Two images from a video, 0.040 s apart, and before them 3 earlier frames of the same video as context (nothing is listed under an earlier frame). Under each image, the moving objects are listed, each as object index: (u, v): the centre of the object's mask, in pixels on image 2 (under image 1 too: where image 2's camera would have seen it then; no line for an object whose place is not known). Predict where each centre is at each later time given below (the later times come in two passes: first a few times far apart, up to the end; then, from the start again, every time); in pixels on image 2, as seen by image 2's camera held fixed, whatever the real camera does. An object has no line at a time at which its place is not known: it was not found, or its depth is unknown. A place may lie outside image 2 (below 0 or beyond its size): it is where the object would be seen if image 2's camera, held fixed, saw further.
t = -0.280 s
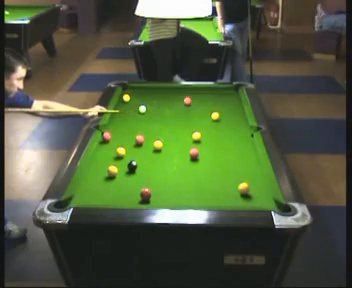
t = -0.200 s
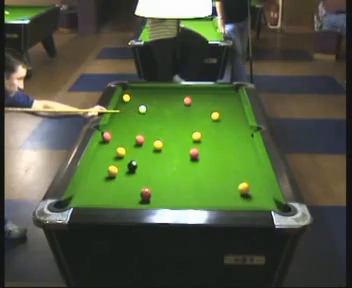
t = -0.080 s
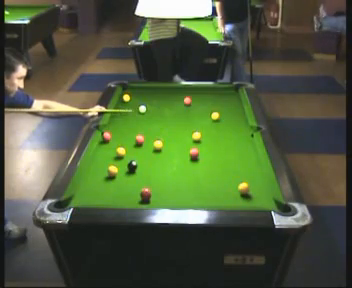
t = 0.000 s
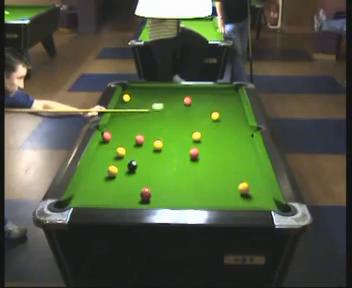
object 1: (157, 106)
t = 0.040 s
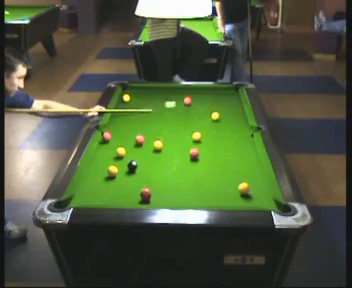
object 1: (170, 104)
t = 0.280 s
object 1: (188, 106)
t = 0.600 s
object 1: (196, 112)
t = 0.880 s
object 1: (203, 116)
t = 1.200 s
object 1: (210, 122)
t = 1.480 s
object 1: (217, 126)
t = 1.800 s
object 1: (223, 130)
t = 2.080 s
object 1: (227, 133)
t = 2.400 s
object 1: (231, 136)
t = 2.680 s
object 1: (235, 138)
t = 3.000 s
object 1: (237, 140)
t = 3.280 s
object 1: (238, 141)
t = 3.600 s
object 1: (239, 141)
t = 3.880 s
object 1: (239, 141)
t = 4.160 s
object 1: (239, 141)
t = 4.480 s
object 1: (239, 141)
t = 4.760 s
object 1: (239, 141)
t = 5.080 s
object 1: (239, 141)
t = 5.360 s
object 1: (239, 141)
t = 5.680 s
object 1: (239, 141)
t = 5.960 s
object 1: (239, 141)
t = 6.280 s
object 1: (239, 141)
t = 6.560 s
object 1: (239, 141)
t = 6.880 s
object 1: (239, 141)
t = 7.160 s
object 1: (239, 141)
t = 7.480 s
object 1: (239, 141)
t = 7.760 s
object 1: (239, 141)
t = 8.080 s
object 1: (239, 141)
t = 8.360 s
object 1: (239, 141)
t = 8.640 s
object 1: (239, 141)
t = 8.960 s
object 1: (239, 141)
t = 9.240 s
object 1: (239, 141)
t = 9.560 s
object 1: (239, 141)
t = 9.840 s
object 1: (239, 141)
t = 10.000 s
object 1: (239, 141)
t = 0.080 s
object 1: (180, 103)
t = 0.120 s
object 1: (183, 103)
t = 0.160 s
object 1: (184, 104)
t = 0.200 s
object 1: (186, 105)
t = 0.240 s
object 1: (187, 106)
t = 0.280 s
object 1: (188, 106)
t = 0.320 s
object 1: (189, 107)
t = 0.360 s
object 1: (190, 108)
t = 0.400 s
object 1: (191, 108)
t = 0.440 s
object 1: (192, 109)
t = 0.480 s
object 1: (193, 110)
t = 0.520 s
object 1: (194, 111)
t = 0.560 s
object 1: (195, 111)
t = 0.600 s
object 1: (196, 112)
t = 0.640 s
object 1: (197, 113)
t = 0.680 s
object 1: (198, 113)
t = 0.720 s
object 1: (199, 114)
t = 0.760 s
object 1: (200, 115)
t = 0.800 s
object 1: (201, 115)
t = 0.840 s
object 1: (202, 116)
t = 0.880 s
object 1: (203, 116)
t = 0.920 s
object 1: (204, 117)
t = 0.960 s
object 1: (205, 118)
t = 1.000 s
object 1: (206, 118)
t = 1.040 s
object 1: (207, 119)
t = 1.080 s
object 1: (208, 120)
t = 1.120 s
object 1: (209, 120)
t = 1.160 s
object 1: (209, 121)
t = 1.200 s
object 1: (210, 122)
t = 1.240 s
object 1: (211, 122)
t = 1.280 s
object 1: (212, 123)
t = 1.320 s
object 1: (213, 123)
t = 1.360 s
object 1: (214, 124)
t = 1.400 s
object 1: (215, 125)
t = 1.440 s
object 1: (216, 125)
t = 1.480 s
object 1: (217, 126)
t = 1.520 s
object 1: (217, 126)
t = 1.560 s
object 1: (218, 126)
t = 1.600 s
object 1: (219, 127)
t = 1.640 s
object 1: (220, 128)
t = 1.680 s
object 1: (220, 128)
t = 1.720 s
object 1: (221, 129)
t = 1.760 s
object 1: (222, 129)
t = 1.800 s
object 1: (223, 130)
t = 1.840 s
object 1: (223, 131)
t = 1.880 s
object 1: (224, 131)
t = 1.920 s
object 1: (224, 131)
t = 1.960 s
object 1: (225, 132)
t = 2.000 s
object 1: (226, 132)
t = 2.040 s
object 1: (226, 133)
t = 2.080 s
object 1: (227, 133)
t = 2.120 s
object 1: (228, 134)
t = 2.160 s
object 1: (228, 134)
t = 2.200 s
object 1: (229, 135)
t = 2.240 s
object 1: (229, 135)
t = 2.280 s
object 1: (230, 136)
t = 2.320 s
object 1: (231, 136)
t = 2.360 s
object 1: (231, 136)
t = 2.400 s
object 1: (231, 136)
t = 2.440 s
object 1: (232, 137)
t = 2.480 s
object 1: (233, 137)
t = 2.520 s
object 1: (233, 137)
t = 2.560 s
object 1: (234, 138)
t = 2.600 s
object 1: (234, 138)
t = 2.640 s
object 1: (234, 138)
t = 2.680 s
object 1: (235, 138)
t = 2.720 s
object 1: (235, 139)
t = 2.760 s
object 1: (236, 139)
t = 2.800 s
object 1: (236, 139)
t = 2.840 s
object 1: (237, 139)
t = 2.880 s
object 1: (237, 139)
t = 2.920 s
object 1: (237, 140)
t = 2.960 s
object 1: (237, 140)
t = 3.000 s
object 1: (237, 140)
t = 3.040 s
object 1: (238, 140)
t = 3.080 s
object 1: (238, 140)
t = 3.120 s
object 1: (238, 140)
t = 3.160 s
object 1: (238, 140)
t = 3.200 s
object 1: (238, 141)
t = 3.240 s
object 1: (238, 141)
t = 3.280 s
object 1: (238, 141)
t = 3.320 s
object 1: (238, 141)
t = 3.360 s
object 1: (239, 141)
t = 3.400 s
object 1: (239, 141)
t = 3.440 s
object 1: (239, 141)
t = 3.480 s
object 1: (239, 141)
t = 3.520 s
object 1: (239, 141)
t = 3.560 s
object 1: (239, 141)
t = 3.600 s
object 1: (239, 141)
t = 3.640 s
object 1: (239, 141)
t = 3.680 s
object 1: (239, 141)
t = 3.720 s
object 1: (239, 141)
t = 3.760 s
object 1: (239, 141)
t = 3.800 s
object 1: (239, 141)
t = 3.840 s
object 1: (239, 141)
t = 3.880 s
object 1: (239, 141)
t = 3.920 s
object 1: (239, 141)
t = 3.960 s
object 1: (239, 141)
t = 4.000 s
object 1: (239, 141)
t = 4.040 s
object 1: (239, 141)
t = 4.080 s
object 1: (239, 141)
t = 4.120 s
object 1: (239, 141)
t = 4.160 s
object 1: (239, 141)
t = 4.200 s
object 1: (239, 141)
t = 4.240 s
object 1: (239, 141)
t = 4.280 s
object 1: (239, 141)
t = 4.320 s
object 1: (239, 141)
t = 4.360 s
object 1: (239, 141)
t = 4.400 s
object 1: (239, 141)
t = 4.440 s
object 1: (239, 141)
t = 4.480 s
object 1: (239, 141)
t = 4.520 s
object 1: (239, 141)
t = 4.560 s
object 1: (239, 141)
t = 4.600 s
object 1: (239, 141)
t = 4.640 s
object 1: (239, 141)
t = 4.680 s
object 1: (239, 141)
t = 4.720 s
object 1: (239, 141)
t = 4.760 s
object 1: (239, 141)
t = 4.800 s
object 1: (239, 141)
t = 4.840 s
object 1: (239, 141)
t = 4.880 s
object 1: (239, 140)
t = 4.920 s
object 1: (239, 141)
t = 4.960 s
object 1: (239, 141)
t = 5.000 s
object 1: (239, 141)
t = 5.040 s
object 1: (239, 141)
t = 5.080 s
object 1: (239, 141)
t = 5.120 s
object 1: (239, 141)
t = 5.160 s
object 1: (239, 141)
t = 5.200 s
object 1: (239, 141)
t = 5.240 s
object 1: (239, 141)
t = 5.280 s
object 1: (239, 141)
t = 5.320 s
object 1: (239, 141)
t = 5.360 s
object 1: (239, 141)
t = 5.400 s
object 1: (239, 141)
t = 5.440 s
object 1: (239, 141)
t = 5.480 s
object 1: (239, 141)
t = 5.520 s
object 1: (239, 141)
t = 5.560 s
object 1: (239, 141)
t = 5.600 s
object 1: (239, 141)
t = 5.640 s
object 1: (239, 141)
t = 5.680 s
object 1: (239, 141)
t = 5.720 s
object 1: (239, 141)
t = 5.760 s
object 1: (239, 141)
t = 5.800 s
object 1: (239, 141)
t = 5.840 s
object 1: (239, 141)
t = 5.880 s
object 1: (239, 141)
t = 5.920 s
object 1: (239, 141)
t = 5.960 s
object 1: (239, 141)
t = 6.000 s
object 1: (239, 141)
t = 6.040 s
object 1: (239, 141)
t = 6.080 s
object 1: (239, 141)
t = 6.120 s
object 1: (239, 141)
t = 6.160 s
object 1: (239, 141)
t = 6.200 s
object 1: (239, 141)
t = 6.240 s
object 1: (239, 141)
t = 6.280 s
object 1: (239, 141)
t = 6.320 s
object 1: (239, 141)
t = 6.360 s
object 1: (239, 141)
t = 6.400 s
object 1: (239, 141)
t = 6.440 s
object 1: (239, 141)
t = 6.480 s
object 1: (239, 141)
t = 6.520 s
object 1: (239, 141)
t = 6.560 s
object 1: (239, 141)
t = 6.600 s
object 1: (239, 141)
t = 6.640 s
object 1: (239, 141)
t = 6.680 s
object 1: (239, 141)
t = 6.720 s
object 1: (239, 141)
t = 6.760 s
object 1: (239, 141)
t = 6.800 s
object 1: (239, 141)
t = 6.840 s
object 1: (239, 141)
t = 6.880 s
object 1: (239, 141)
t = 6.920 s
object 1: (239, 141)
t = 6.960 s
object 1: (239, 141)
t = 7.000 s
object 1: (239, 141)
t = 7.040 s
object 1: (239, 141)
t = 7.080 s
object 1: (239, 141)
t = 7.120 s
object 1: (239, 141)
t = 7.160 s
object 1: (239, 141)
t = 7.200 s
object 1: (239, 141)
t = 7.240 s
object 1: (239, 141)
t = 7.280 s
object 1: (239, 141)
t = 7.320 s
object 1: (239, 141)
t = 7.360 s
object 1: (239, 141)
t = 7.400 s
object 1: (239, 141)
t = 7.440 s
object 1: (239, 141)
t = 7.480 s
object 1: (239, 141)
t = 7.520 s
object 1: (239, 141)
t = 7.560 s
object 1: (239, 141)
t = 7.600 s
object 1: (239, 141)
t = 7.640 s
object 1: (239, 141)
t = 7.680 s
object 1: (239, 141)
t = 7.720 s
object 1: (239, 141)
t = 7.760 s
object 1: (239, 141)
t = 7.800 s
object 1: (239, 141)
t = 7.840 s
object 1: (239, 141)
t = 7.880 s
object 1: (239, 141)
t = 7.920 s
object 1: (239, 141)
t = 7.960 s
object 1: (239, 141)
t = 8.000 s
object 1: (239, 141)
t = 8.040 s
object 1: (239, 141)
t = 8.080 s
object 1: (239, 141)
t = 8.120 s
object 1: (239, 141)
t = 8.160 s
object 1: (239, 141)
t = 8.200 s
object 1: (239, 141)
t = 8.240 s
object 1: (239, 141)
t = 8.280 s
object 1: (239, 141)
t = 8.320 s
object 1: (239, 141)
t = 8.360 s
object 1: (239, 141)
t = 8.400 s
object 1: (239, 141)
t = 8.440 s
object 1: (239, 141)
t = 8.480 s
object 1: (239, 141)
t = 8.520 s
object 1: (239, 141)
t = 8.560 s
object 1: (239, 141)
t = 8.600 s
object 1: (239, 141)
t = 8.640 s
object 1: (239, 141)
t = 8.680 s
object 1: (239, 141)
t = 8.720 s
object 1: (239, 141)
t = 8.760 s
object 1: (239, 141)
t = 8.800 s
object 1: (239, 141)
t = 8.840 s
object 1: (239, 141)
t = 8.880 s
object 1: (239, 141)
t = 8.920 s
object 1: (239, 141)
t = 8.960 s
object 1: (239, 141)
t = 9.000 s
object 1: (239, 141)
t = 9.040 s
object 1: (239, 141)
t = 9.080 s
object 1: (239, 141)
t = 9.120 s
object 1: (239, 141)
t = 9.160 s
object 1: (239, 141)
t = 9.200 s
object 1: (239, 141)
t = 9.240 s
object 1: (239, 141)
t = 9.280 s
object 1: (239, 141)
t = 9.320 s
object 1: (239, 141)
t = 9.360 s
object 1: (239, 141)
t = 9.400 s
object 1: (239, 141)
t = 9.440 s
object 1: (239, 141)
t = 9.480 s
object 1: (239, 141)
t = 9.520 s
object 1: (239, 141)
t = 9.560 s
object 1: (239, 141)
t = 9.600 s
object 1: (239, 141)
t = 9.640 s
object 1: (239, 141)
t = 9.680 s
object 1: (239, 141)
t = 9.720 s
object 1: (239, 141)
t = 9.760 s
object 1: (239, 141)
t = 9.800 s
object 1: (239, 141)
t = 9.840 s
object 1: (239, 141)
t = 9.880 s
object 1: (239, 141)
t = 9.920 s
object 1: (239, 141)
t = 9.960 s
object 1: (239, 141)
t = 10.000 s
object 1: (239, 141)
